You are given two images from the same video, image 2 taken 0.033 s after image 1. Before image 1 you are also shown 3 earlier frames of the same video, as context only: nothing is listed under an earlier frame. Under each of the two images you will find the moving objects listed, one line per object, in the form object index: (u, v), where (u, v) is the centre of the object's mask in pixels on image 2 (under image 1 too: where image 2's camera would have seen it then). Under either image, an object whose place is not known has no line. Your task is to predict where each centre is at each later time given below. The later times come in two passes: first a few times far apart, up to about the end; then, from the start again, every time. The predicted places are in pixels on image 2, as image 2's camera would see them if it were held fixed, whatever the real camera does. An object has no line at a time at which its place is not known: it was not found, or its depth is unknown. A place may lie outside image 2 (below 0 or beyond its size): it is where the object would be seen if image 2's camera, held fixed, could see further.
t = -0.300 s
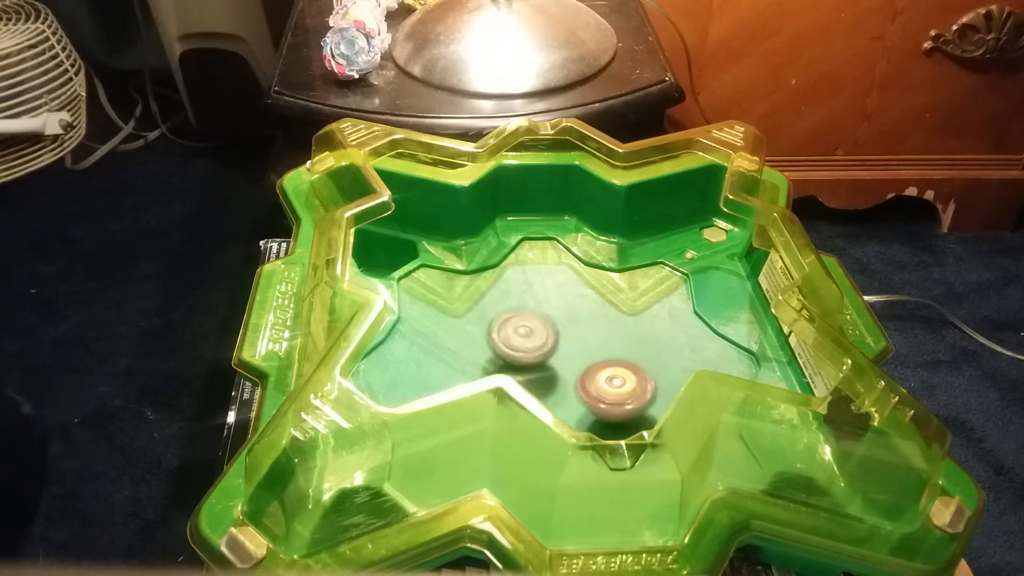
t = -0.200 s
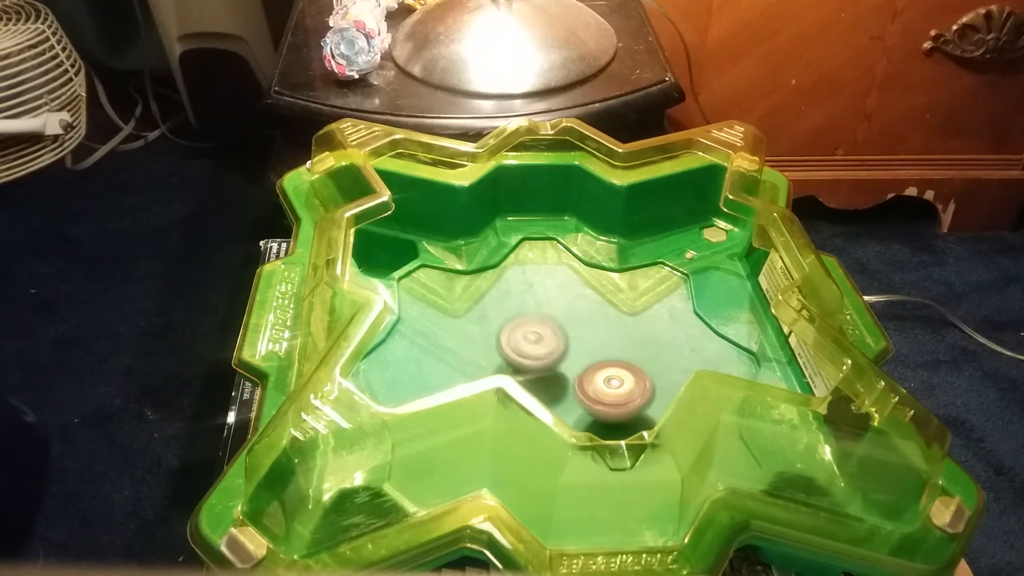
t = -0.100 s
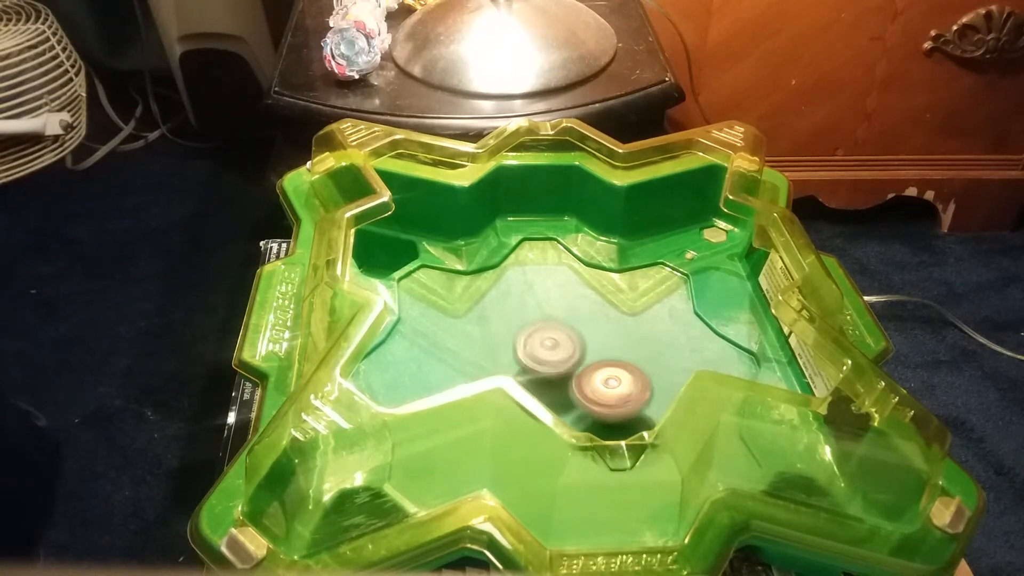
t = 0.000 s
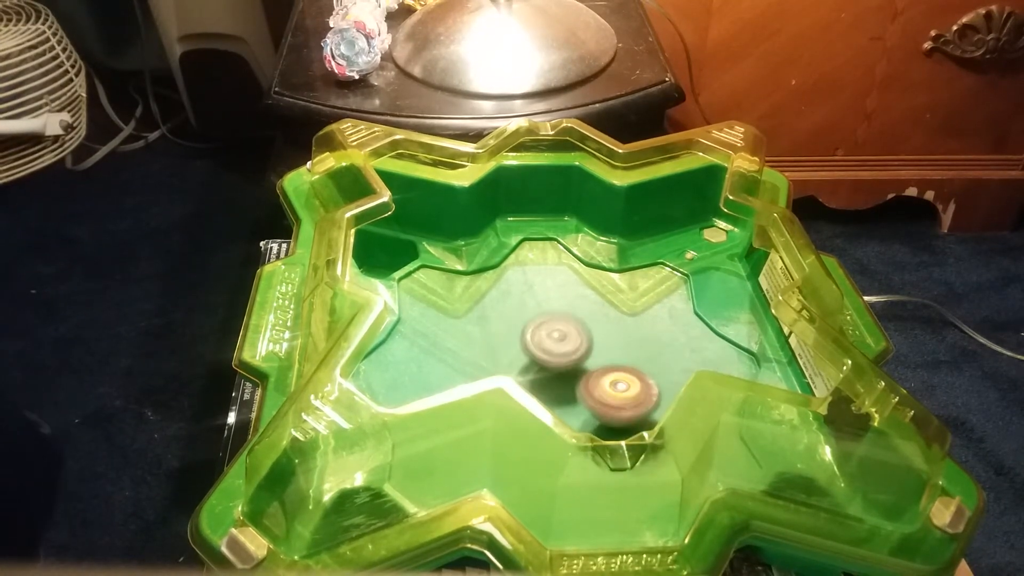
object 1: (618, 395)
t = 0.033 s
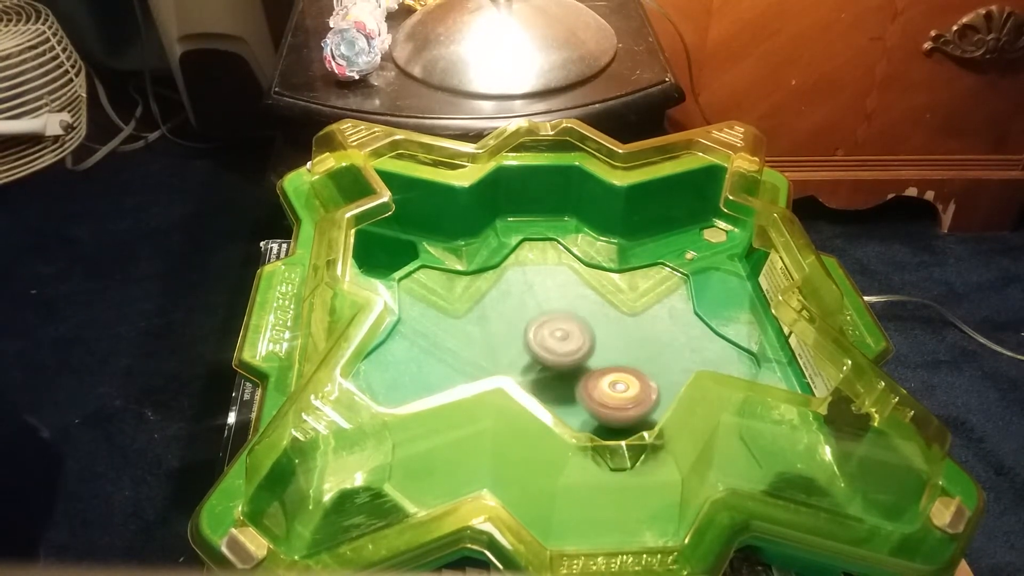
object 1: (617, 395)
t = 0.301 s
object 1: (614, 394)
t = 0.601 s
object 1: (609, 399)
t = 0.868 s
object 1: (594, 402)
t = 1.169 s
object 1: (545, 423)
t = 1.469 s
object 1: (540, 402)
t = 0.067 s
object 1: (617, 396)
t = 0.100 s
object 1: (617, 396)
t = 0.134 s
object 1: (617, 396)
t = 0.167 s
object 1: (616, 396)
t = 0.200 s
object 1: (616, 396)
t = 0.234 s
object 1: (615, 395)
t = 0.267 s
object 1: (615, 395)
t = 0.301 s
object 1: (614, 394)
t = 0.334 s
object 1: (616, 395)
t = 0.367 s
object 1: (616, 395)
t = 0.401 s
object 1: (615, 395)
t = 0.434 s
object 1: (614, 395)
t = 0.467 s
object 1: (613, 395)
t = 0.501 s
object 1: (612, 395)
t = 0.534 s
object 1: (611, 395)
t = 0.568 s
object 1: (610, 397)
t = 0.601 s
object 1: (609, 399)
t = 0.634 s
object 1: (607, 401)
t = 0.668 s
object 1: (604, 402)
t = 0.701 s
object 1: (602, 402)
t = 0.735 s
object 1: (600, 402)
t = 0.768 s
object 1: (599, 402)
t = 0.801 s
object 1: (597, 402)
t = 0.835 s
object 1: (596, 402)
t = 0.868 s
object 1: (594, 402)
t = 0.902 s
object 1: (593, 401)
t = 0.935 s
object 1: (592, 401)
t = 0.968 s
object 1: (590, 401)
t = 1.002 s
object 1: (584, 405)
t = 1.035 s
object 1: (578, 407)
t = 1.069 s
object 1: (573, 407)
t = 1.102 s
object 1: (558, 418)
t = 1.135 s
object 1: (555, 415)
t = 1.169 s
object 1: (545, 423)
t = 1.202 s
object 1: (541, 423)
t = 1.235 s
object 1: (538, 421)
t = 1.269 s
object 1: (537, 420)
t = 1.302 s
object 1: (537, 419)
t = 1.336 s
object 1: (535, 418)
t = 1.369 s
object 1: (535, 416)
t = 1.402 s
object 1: (530, 416)
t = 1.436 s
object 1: (542, 404)
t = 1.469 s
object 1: (540, 402)
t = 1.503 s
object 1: (543, 398)
